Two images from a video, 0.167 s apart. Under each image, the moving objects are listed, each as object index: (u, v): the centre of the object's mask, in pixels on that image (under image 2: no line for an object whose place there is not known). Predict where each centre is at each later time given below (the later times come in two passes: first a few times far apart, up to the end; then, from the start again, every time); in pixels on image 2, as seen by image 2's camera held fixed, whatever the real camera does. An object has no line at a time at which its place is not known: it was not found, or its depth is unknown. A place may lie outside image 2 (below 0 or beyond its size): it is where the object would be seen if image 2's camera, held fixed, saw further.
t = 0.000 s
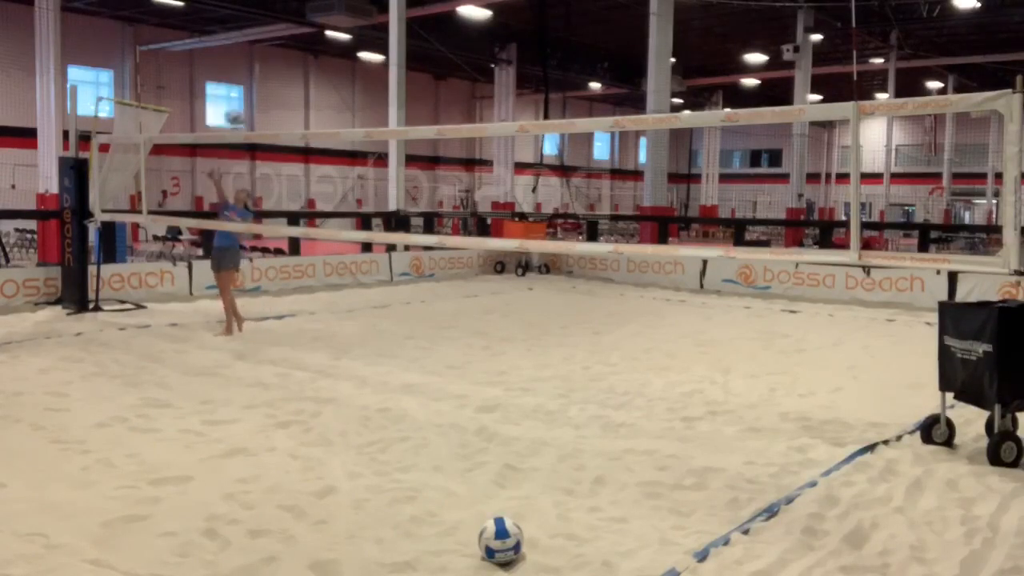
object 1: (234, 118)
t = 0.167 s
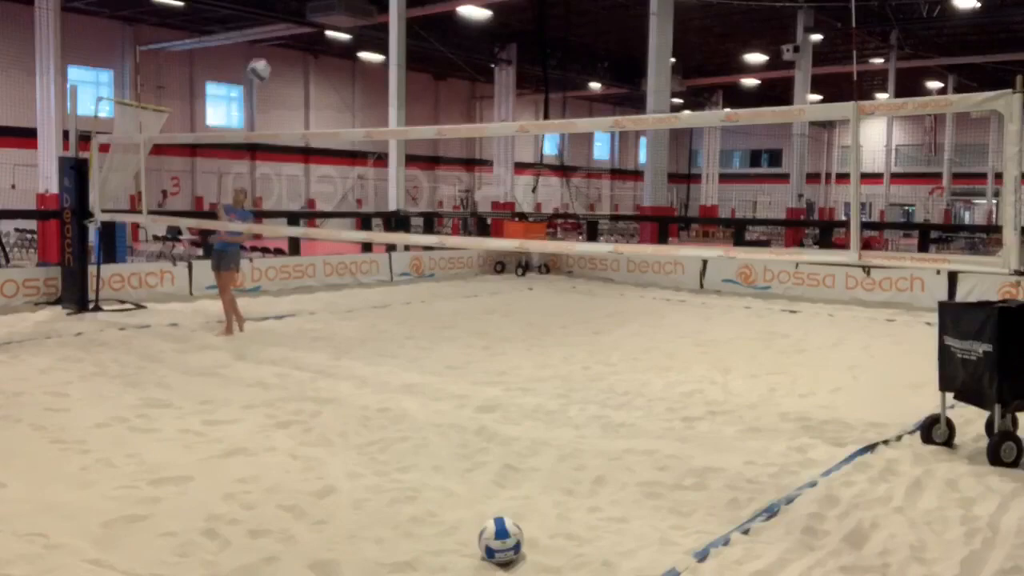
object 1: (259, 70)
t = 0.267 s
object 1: (275, 52)
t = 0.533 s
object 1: (335, 58)
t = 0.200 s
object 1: (264, 64)
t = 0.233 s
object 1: (269, 57)
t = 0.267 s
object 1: (275, 52)
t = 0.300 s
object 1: (282, 49)
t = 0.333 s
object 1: (289, 46)
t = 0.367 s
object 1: (296, 44)
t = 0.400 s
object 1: (303, 44)
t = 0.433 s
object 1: (310, 46)
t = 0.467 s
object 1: (319, 48)
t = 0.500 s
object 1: (326, 52)
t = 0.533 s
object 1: (335, 58)
